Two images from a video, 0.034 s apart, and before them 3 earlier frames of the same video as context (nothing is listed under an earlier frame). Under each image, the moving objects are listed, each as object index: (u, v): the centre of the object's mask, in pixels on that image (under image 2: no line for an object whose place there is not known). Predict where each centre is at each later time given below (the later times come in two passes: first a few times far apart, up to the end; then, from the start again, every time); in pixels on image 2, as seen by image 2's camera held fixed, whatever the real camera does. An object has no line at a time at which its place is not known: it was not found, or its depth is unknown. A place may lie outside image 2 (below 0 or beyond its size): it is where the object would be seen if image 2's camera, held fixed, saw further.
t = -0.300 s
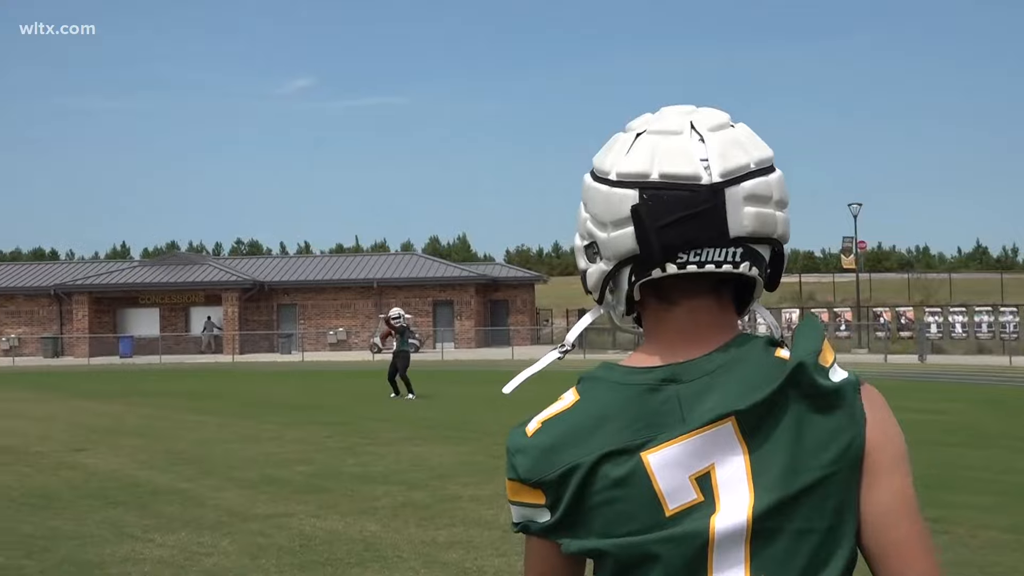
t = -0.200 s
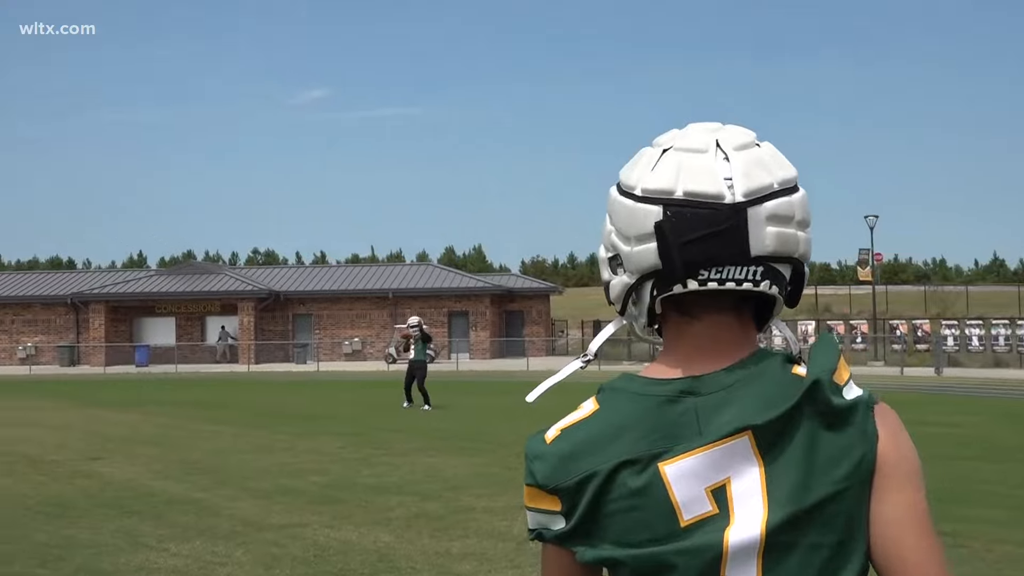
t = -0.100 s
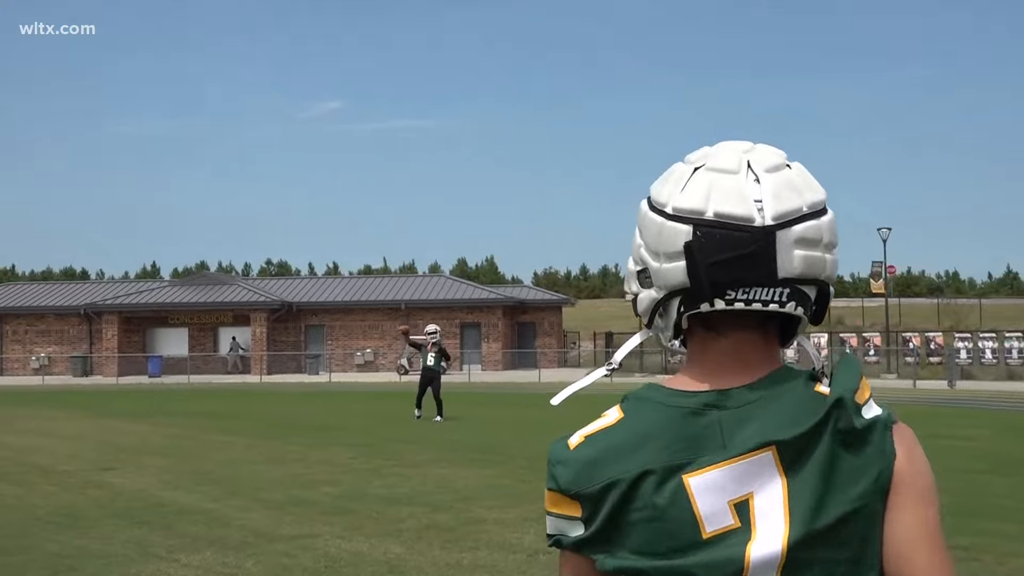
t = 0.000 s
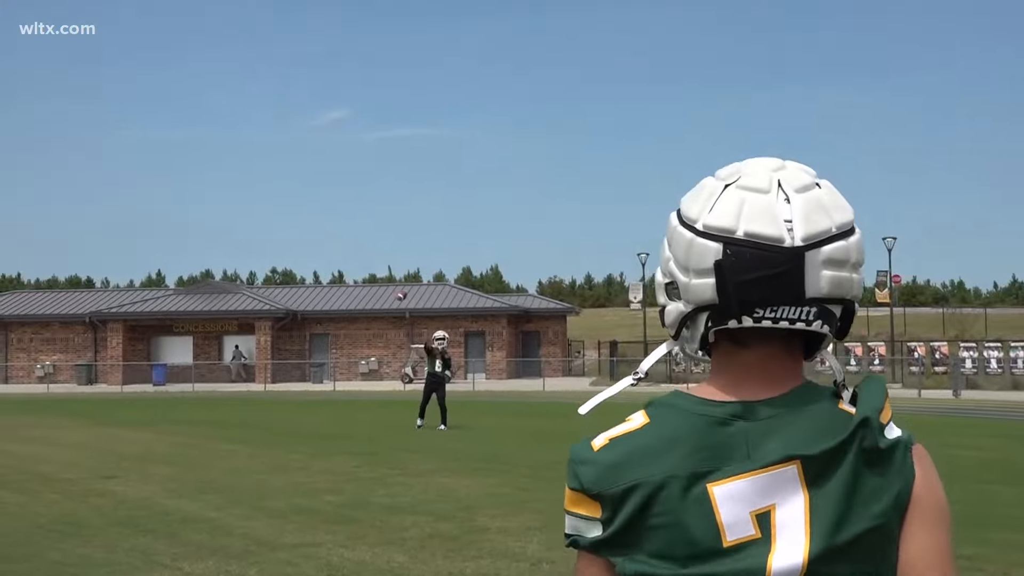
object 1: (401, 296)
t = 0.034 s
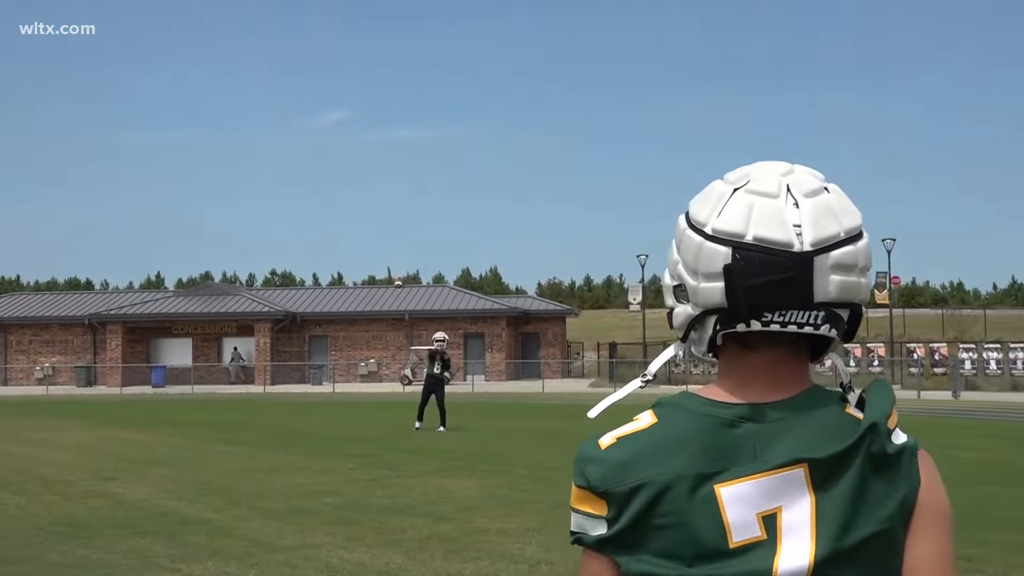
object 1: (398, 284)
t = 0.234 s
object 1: (384, 201)
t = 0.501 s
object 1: (349, 106)
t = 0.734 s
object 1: (307, 46)
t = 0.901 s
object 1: (255, 27)
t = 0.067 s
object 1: (397, 268)
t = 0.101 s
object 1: (394, 254)
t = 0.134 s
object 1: (392, 240)
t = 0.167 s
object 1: (389, 227)
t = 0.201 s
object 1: (386, 214)
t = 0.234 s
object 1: (384, 201)
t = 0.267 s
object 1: (381, 188)
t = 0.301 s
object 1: (377, 176)
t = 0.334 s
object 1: (374, 163)
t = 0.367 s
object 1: (370, 151)
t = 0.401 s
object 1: (365, 139)
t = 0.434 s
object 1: (361, 127)
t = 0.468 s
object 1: (355, 116)
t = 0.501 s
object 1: (349, 106)
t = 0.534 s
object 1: (344, 96)
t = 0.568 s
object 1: (339, 87)
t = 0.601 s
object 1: (333, 78)
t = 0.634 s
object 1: (328, 69)
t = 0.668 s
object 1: (321, 61)
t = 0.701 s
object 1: (314, 53)
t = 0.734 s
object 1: (307, 46)
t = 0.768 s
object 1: (299, 39)
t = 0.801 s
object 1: (290, 33)
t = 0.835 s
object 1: (280, 29)
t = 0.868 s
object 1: (267, 27)
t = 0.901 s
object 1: (255, 27)
